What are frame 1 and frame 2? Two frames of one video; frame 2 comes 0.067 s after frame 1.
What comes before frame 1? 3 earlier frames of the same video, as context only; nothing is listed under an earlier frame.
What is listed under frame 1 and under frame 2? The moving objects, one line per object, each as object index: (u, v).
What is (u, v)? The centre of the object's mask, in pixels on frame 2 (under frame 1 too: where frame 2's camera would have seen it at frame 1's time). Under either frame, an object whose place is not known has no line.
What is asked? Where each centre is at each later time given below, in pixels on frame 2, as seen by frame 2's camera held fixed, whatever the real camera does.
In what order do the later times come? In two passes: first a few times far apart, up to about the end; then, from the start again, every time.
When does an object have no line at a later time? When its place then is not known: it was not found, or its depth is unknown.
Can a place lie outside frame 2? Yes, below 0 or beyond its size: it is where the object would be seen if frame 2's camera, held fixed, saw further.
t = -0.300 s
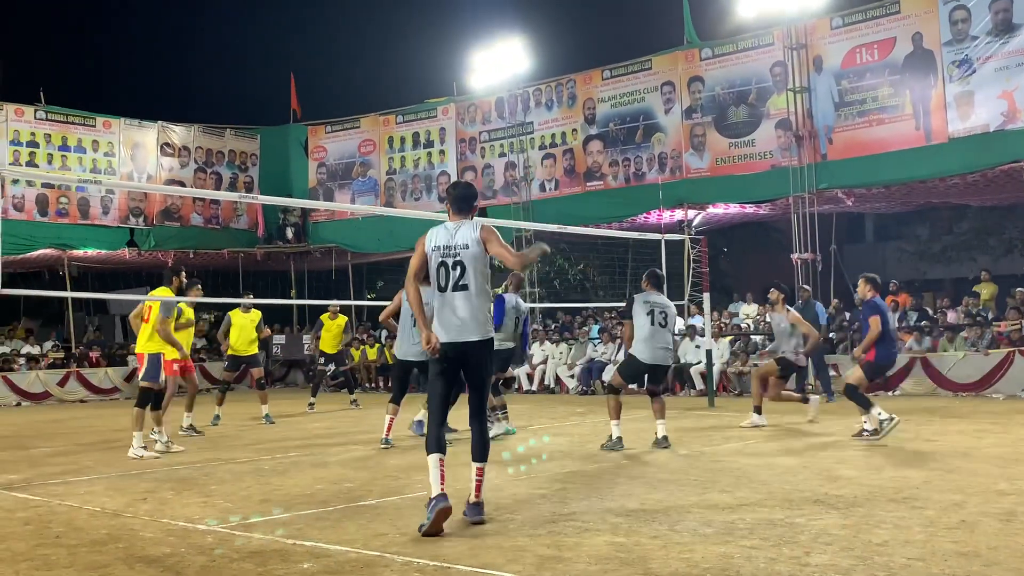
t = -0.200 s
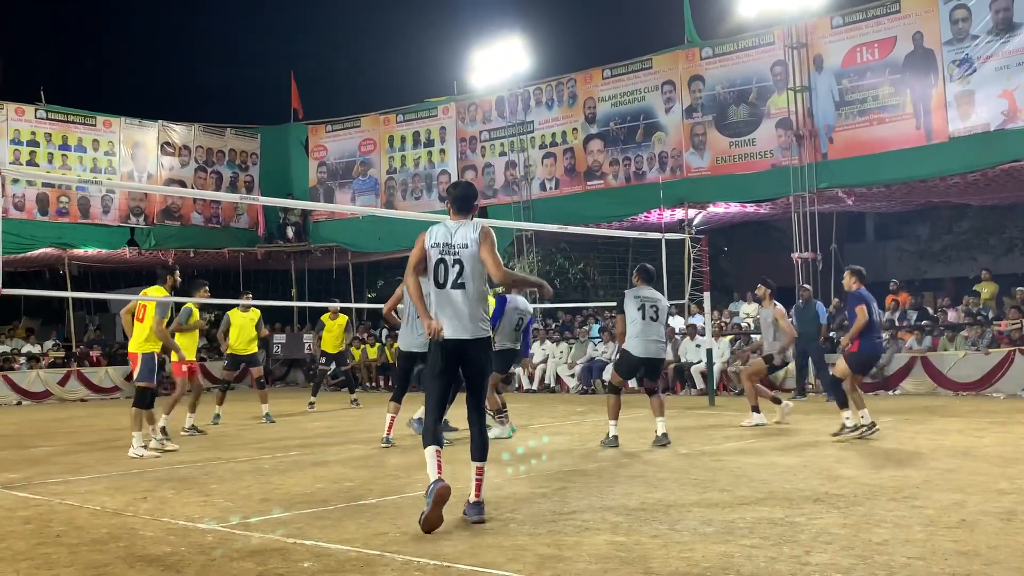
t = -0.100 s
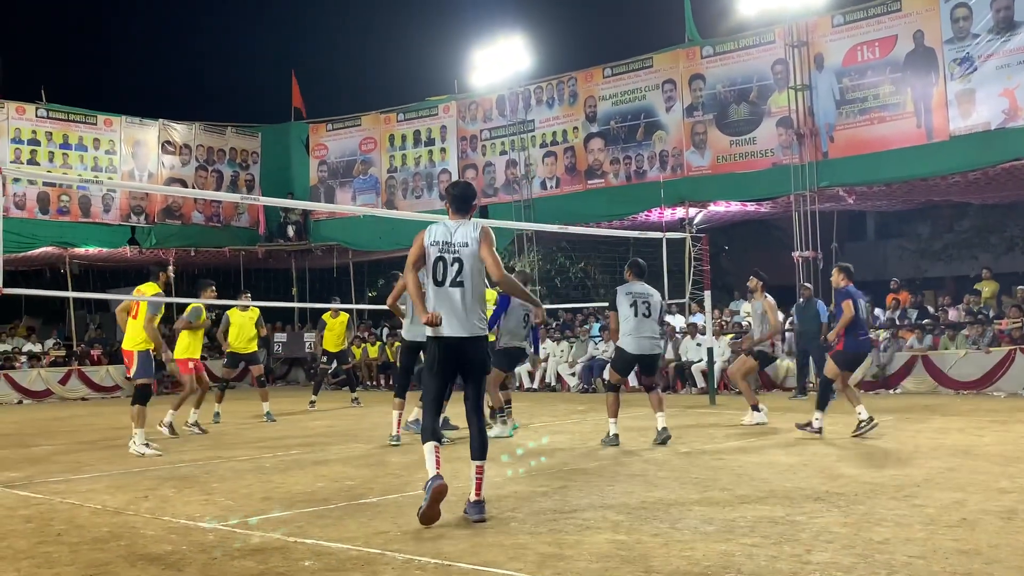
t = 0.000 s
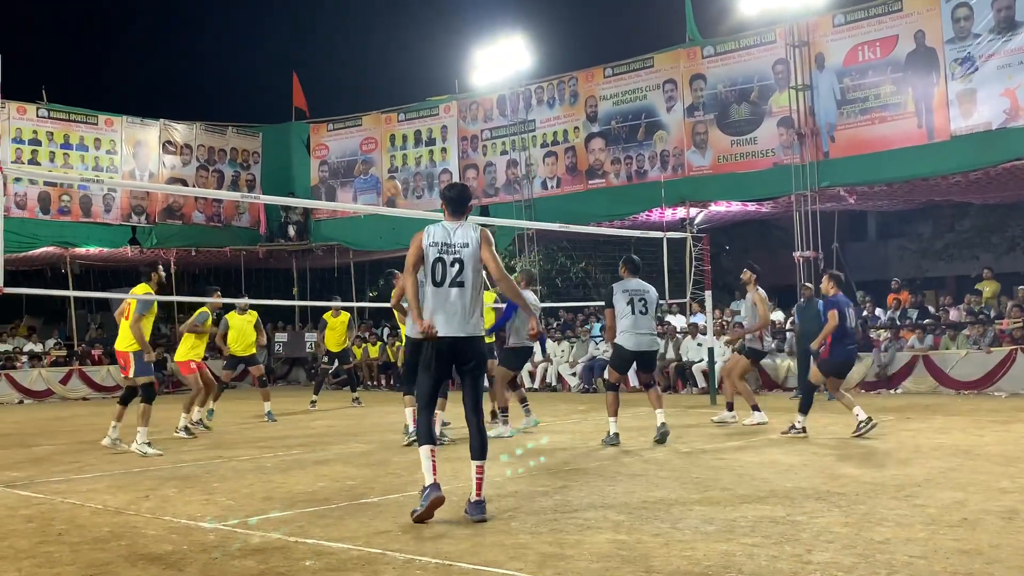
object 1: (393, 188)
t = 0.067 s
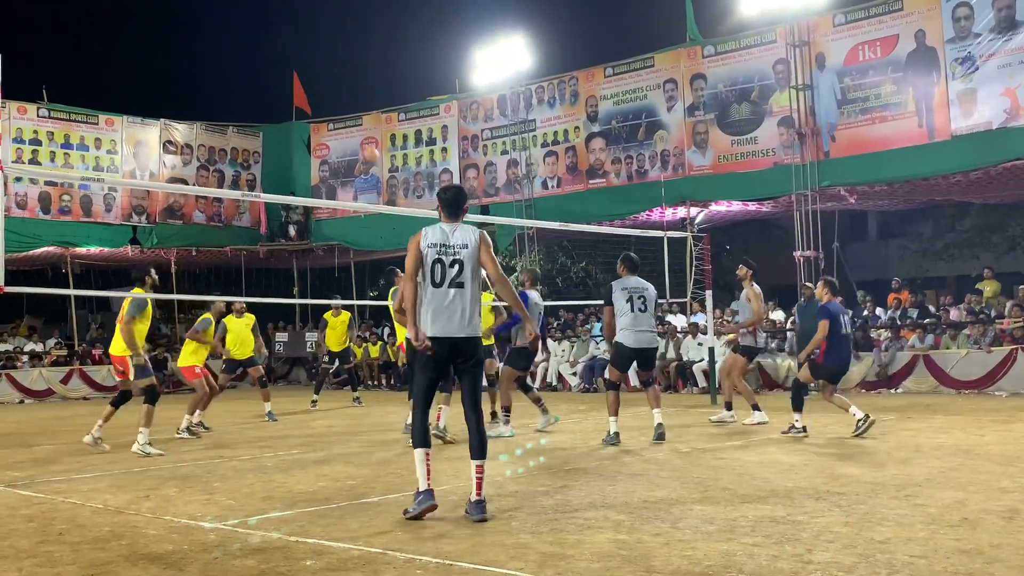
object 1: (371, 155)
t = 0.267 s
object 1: (300, 77)
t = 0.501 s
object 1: (223, 30)
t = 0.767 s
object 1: (143, 31)
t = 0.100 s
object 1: (358, 139)
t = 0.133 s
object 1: (345, 124)
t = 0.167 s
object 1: (334, 111)
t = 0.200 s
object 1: (322, 99)
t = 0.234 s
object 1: (311, 88)
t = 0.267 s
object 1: (300, 77)
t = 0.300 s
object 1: (289, 68)
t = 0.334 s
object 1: (278, 59)
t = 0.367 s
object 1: (267, 51)
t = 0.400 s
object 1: (255, 45)
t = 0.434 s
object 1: (245, 39)
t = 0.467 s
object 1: (234, 34)
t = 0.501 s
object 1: (223, 30)
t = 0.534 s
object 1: (213, 28)
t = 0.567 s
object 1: (202, 26)
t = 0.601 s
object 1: (192, 25)
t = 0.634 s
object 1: (182, 24)
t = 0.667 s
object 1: (172, 25)
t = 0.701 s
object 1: (162, 26)
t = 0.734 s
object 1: (153, 28)
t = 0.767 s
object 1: (143, 31)
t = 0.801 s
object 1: (134, 35)
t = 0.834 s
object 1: (125, 40)
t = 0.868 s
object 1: (116, 45)
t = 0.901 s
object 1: (107, 51)
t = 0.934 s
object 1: (99, 59)
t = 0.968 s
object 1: (91, 66)
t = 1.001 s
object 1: (84, 76)
